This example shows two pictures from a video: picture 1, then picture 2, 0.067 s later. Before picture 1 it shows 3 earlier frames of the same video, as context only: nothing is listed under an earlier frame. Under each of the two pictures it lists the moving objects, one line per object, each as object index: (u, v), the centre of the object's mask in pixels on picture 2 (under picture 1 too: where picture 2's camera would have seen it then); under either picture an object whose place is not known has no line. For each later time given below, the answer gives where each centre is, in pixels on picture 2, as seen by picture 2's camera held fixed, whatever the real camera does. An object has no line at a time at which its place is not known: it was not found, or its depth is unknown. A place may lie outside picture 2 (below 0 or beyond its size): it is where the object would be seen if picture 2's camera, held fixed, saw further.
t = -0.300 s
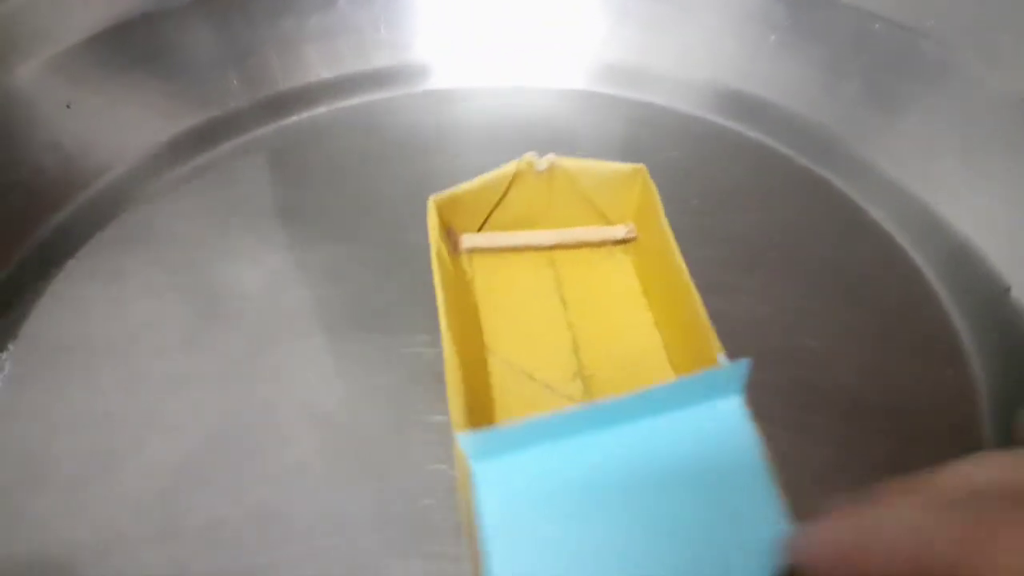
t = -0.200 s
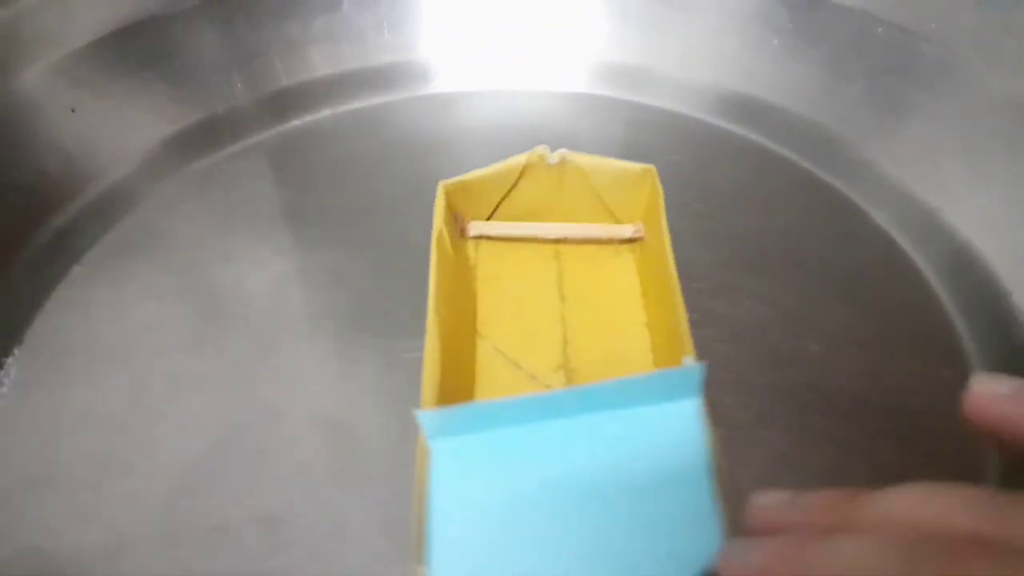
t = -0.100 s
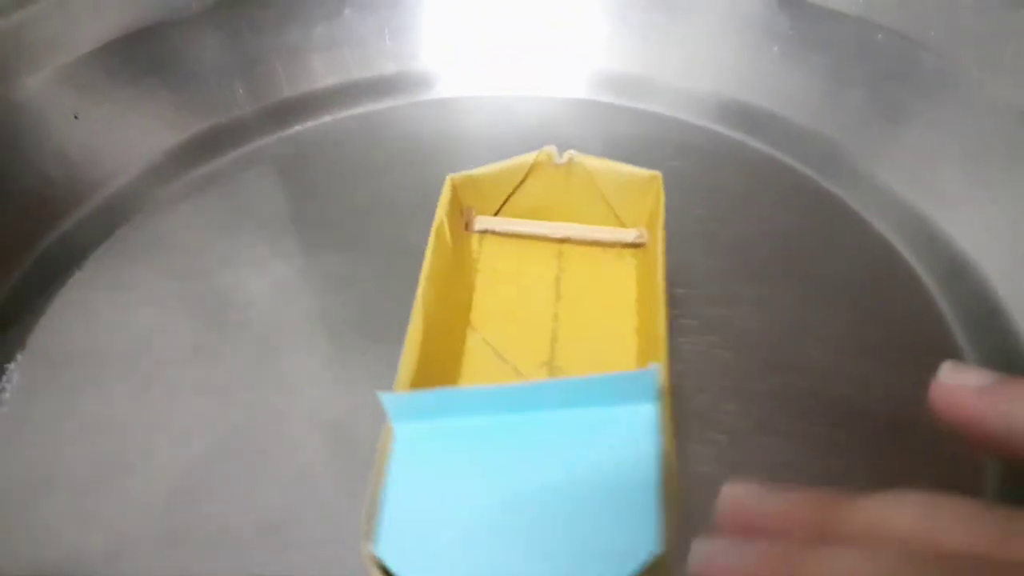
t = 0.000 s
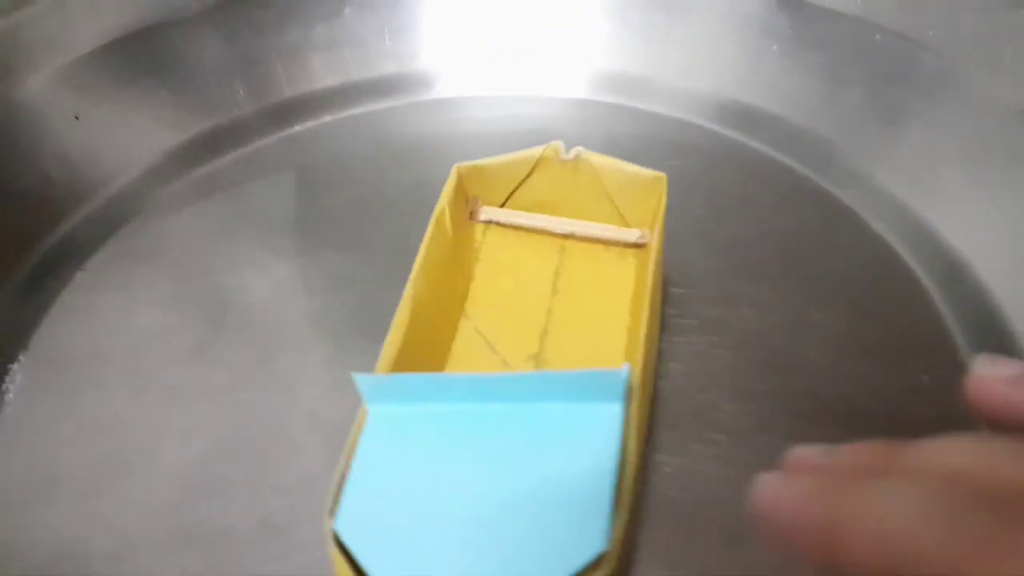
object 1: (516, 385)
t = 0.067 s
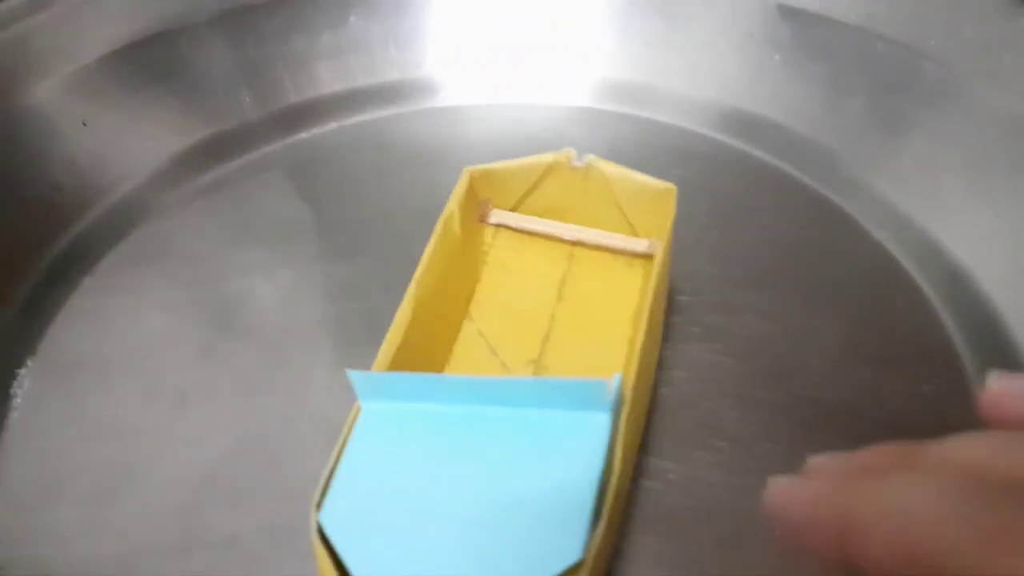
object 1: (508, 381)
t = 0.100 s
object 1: (505, 382)
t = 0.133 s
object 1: (502, 382)
